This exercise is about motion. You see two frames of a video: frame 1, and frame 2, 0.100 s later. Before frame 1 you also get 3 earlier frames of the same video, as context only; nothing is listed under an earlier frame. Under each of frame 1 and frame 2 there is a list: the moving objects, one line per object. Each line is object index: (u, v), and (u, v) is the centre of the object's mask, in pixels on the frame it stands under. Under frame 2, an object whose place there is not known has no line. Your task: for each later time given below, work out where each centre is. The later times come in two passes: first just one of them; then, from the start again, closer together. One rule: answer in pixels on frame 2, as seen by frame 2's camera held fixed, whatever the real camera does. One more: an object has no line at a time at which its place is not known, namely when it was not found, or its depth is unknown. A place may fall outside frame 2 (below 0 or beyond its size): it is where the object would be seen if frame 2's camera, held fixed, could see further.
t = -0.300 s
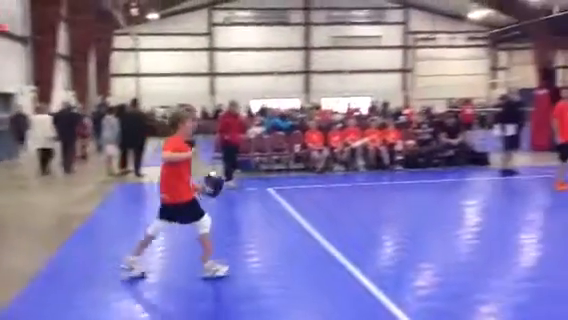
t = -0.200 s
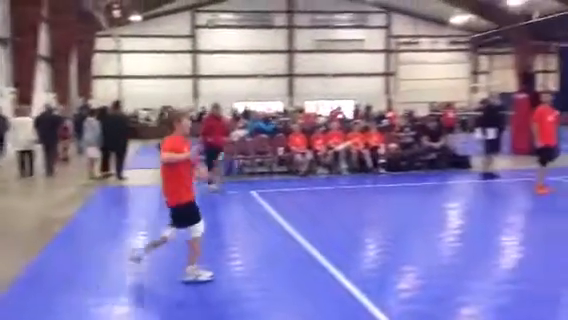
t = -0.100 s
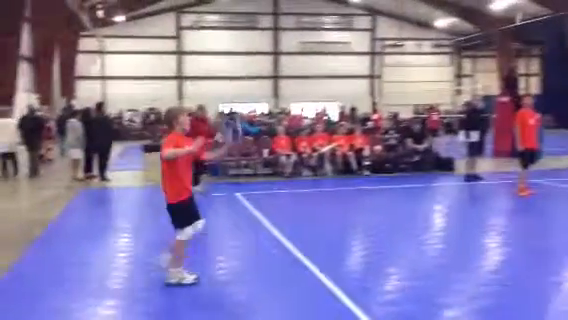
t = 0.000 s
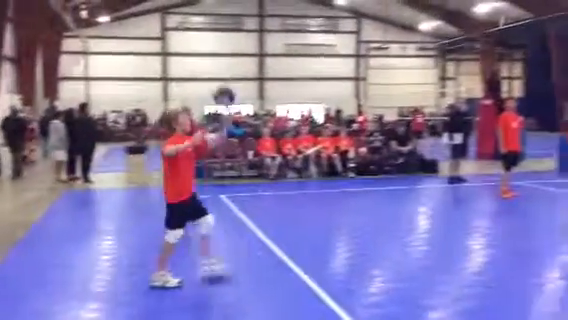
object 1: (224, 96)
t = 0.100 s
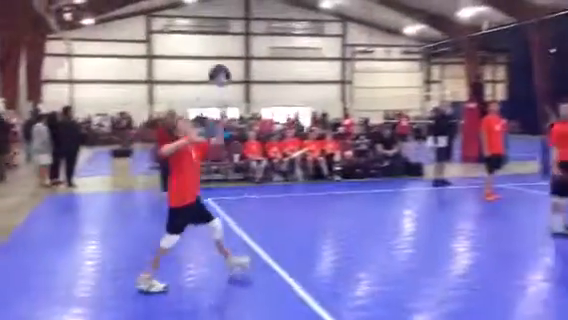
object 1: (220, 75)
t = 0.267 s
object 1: (237, 57)
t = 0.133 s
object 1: (223, 69)
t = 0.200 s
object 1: (230, 61)
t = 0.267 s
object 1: (237, 57)
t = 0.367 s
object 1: (245, 60)
